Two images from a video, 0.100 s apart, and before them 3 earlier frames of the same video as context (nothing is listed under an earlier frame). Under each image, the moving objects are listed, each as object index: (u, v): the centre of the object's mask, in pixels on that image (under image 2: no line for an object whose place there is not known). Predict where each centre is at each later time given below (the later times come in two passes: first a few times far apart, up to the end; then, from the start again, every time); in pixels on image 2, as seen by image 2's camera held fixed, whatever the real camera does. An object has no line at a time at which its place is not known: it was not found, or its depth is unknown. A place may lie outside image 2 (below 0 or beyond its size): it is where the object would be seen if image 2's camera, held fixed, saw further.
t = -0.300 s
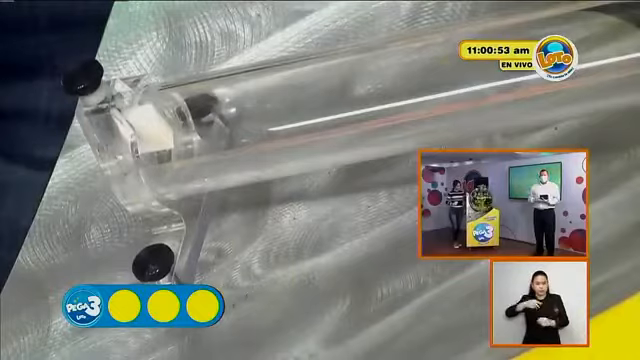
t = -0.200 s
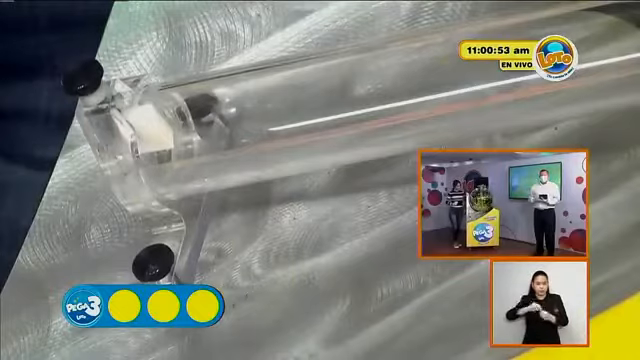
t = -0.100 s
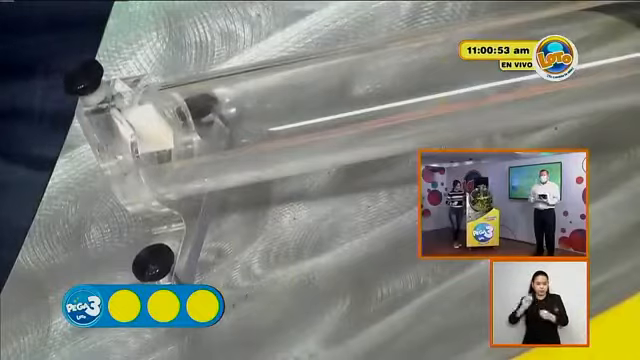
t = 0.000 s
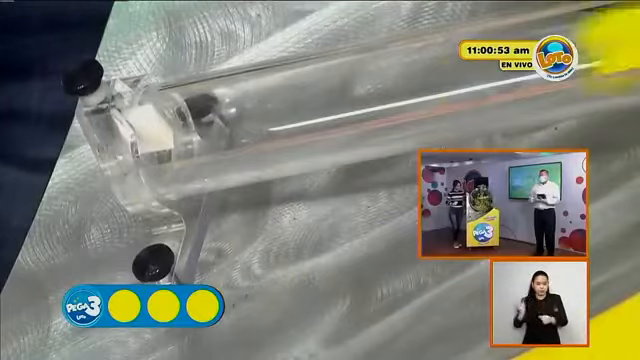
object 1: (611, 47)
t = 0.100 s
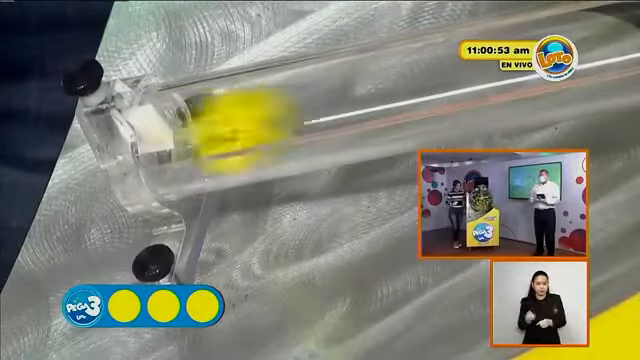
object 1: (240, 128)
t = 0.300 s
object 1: (303, 111)
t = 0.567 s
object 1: (215, 133)
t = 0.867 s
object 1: (214, 133)
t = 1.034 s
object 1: (214, 133)
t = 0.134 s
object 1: (240, 125)
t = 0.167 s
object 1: (268, 120)
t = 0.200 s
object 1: (289, 113)
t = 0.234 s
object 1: (300, 114)
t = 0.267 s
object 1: (304, 112)
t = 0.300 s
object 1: (303, 111)
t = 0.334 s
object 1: (294, 116)
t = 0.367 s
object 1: (284, 120)
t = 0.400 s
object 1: (270, 123)
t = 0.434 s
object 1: (251, 126)
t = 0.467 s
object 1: (233, 129)
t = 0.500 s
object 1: (215, 131)
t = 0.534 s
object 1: (215, 132)
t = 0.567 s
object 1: (215, 133)
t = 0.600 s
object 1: (214, 133)
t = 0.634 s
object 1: (214, 132)
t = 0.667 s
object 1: (214, 132)
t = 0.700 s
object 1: (215, 133)
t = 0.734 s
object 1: (214, 134)
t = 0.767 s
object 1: (214, 133)
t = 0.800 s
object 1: (214, 133)
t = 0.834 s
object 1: (214, 133)
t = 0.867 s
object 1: (214, 133)
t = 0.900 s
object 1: (214, 133)
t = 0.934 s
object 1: (214, 133)
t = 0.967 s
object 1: (214, 133)
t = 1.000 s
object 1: (214, 133)
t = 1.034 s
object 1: (214, 133)
